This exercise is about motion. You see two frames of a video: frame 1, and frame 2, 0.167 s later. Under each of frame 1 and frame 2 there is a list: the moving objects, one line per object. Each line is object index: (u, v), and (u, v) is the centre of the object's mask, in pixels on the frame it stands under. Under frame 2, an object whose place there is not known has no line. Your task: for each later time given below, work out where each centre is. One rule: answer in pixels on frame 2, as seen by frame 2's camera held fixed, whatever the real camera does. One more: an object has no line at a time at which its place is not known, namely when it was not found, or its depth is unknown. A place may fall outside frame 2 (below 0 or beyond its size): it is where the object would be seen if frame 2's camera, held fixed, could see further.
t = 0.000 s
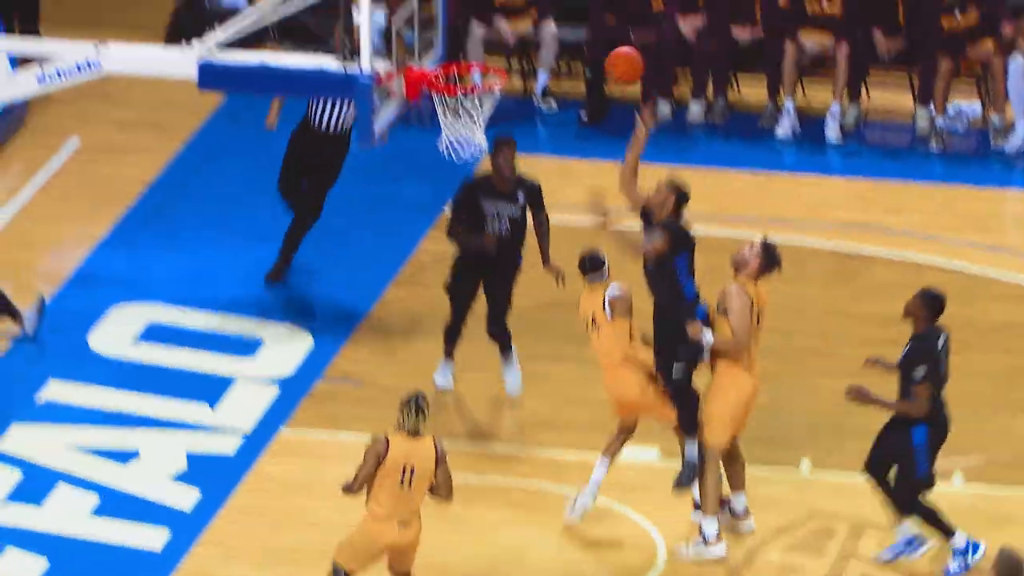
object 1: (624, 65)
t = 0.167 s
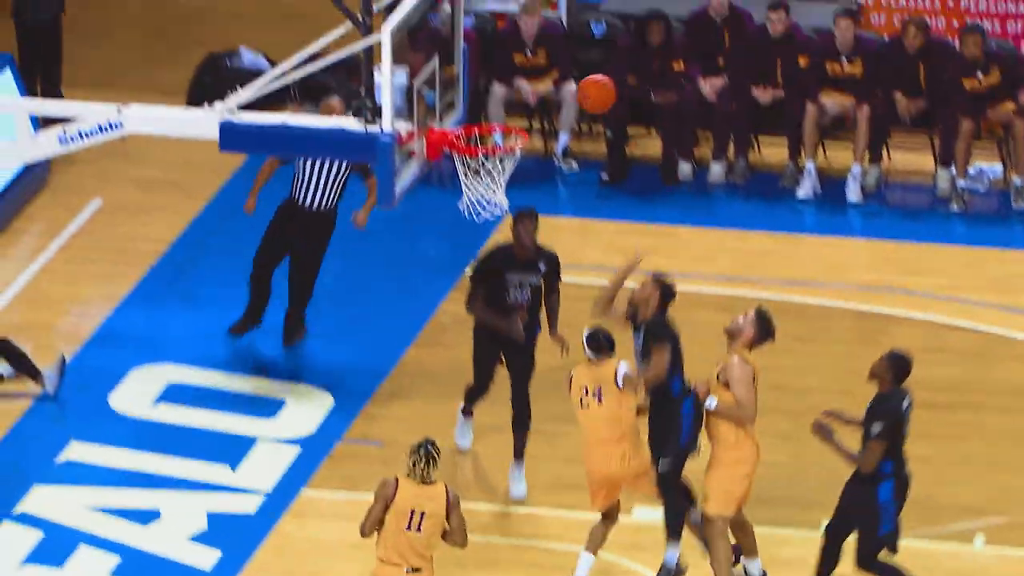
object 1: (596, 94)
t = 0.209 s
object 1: (580, 86)
